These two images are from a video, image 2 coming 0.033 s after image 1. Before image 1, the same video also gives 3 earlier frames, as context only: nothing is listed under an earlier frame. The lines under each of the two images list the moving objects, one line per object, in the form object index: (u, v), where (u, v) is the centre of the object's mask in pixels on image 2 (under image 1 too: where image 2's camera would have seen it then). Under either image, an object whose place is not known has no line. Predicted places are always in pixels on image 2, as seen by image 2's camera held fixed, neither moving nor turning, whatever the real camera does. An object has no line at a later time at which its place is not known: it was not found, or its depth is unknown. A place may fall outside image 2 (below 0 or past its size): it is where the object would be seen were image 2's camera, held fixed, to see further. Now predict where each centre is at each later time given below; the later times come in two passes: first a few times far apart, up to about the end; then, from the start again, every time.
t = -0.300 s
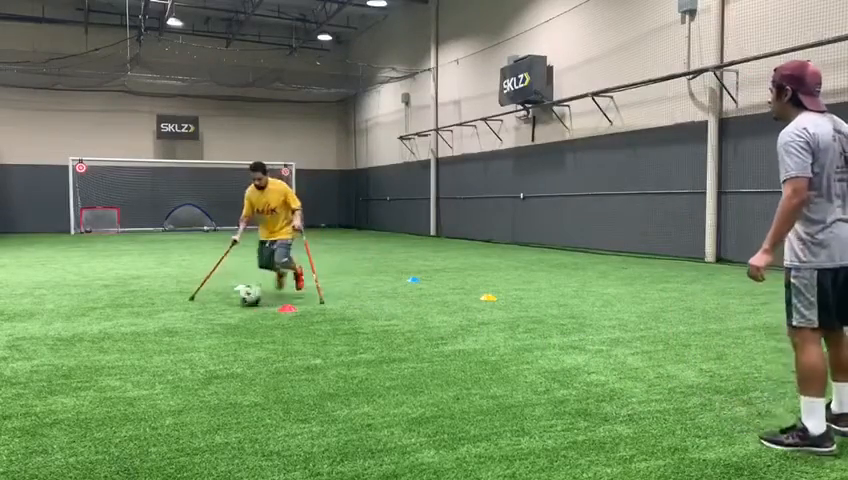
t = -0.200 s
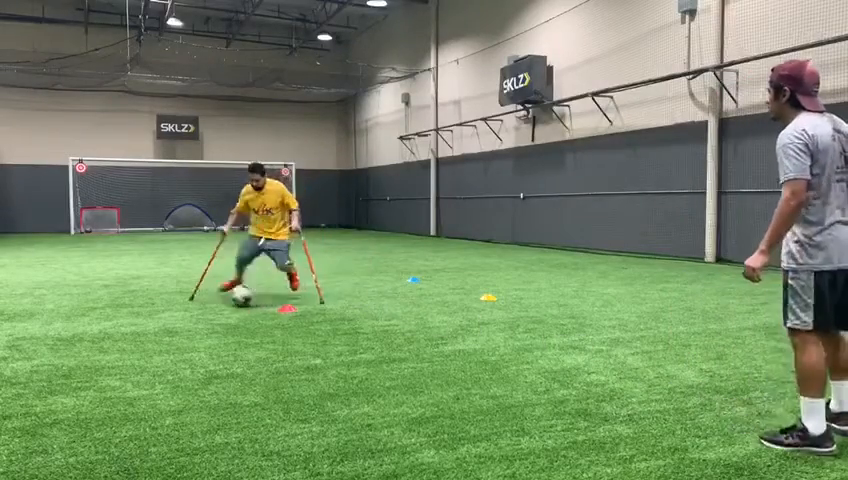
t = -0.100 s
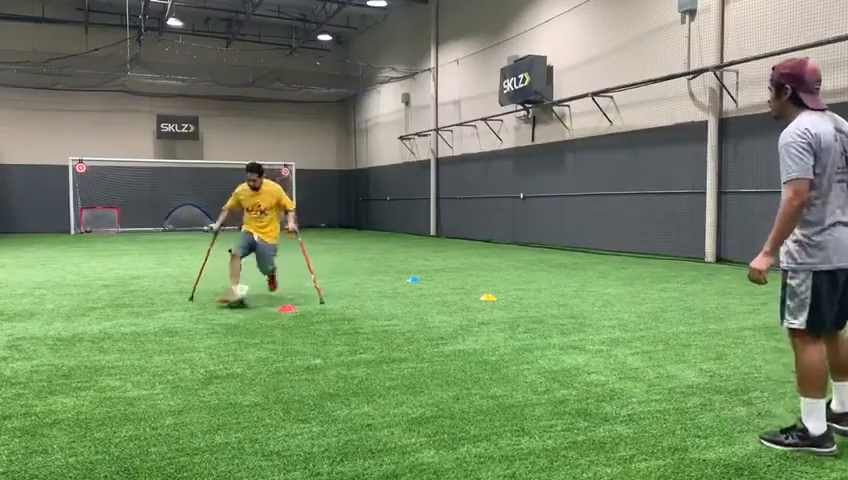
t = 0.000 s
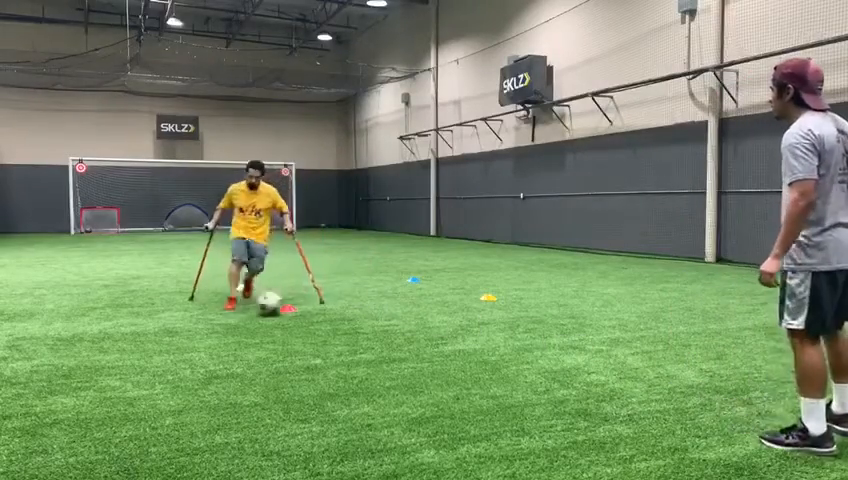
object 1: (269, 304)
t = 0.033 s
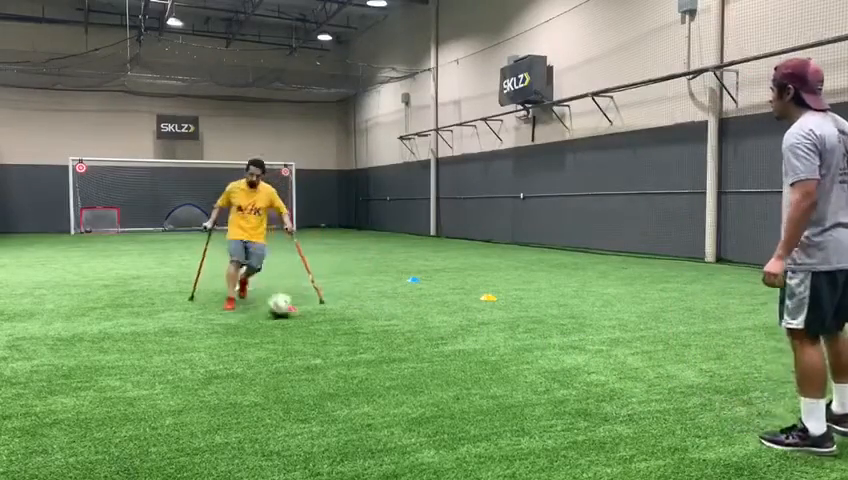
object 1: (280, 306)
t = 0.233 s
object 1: (339, 319)
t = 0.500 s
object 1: (419, 337)
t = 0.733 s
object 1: (504, 359)
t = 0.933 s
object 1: (601, 382)
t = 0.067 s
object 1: (291, 308)
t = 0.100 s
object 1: (299, 309)
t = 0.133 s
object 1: (309, 312)
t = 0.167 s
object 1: (322, 315)
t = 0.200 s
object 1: (330, 316)
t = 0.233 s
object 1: (339, 319)
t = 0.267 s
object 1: (350, 321)
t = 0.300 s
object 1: (360, 323)
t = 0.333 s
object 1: (370, 325)
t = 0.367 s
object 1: (380, 327)
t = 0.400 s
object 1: (387, 329)
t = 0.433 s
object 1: (397, 331)
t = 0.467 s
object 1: (408, 335)
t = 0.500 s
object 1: (419, 337)
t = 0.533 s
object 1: (429, 340)
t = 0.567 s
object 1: (440, 343)
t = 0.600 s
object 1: (451, 347)
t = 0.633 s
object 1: (464, 349)
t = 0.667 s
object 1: (477, 353)
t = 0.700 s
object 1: (491, 356)
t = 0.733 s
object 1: (504, 359)
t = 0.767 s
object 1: (517, 362)
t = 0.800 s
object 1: (533, 367)
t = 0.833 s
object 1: (549, 369)
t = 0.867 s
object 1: (568, 373)
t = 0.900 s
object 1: (583, 378)
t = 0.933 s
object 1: (601, 382)
